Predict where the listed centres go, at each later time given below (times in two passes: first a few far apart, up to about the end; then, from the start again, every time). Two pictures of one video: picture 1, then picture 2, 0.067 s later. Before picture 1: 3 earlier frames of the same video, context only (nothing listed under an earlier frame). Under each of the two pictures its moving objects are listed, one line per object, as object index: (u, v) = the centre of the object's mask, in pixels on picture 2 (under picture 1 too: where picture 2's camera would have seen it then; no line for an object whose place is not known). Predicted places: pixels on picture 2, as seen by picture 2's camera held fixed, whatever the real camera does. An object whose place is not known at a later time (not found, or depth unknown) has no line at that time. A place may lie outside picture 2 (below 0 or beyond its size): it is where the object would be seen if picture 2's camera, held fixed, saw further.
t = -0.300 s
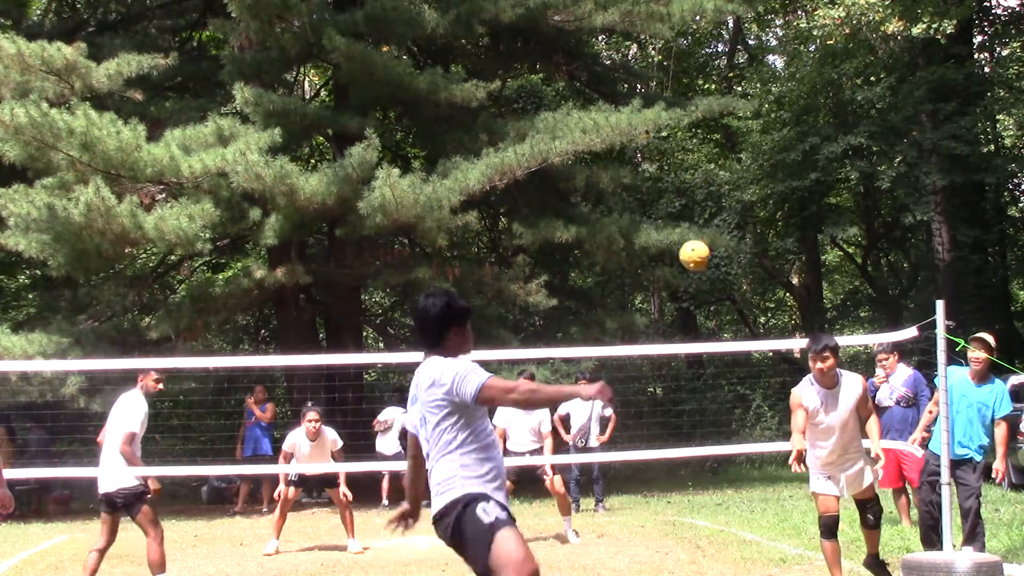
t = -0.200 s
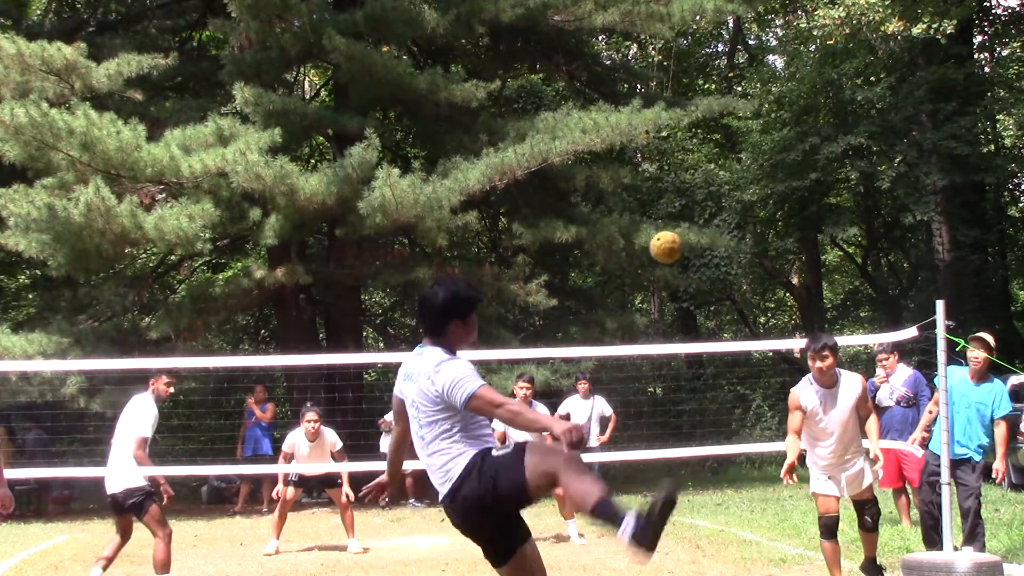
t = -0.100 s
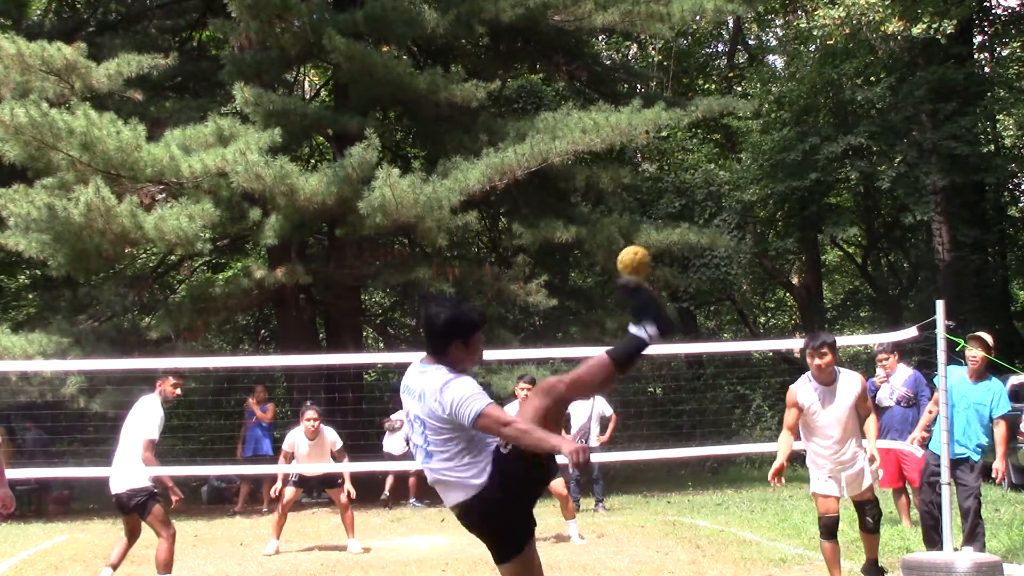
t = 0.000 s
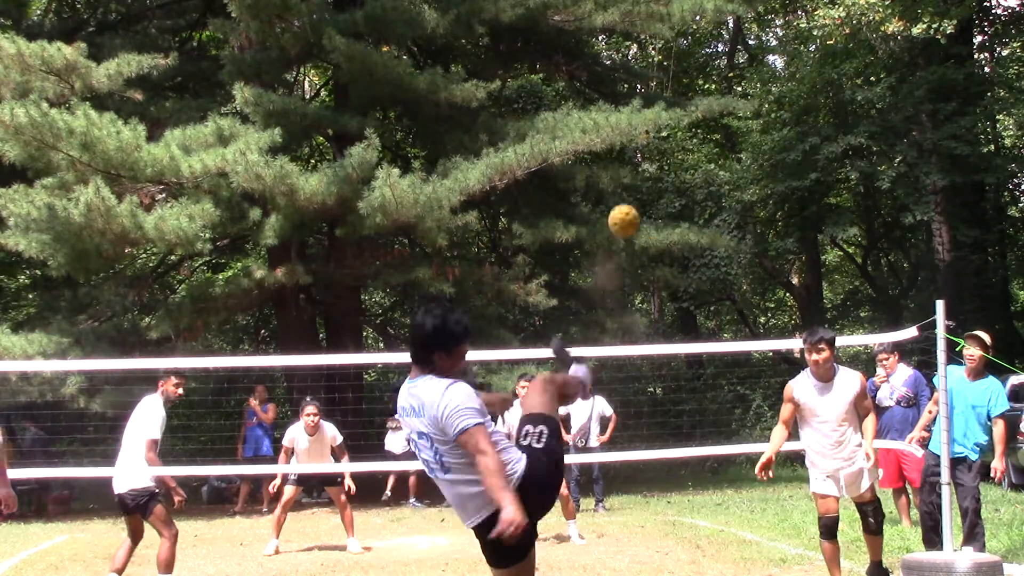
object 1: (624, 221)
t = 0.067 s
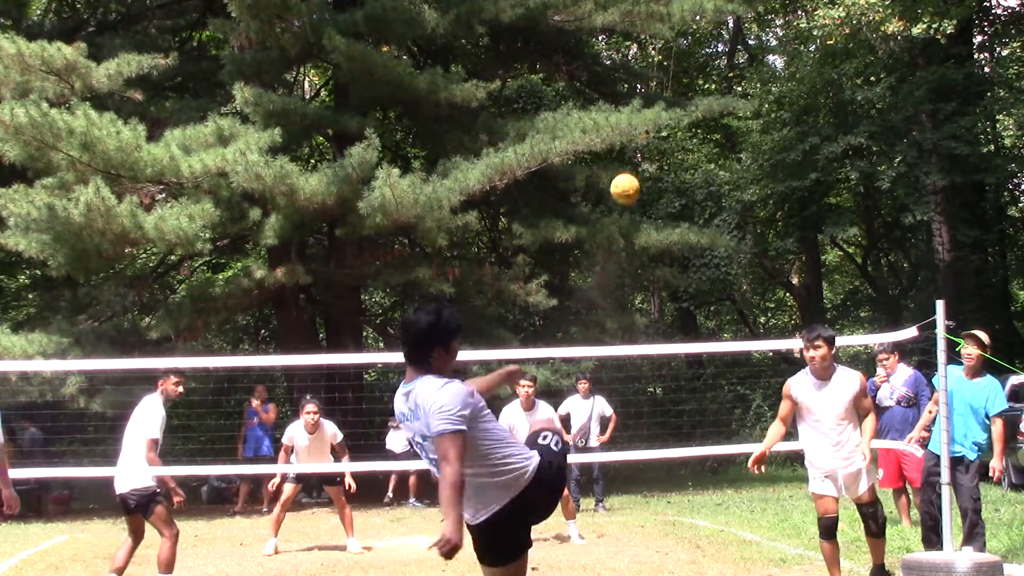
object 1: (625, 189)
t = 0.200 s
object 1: (629, 161)
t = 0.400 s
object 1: (638, 179)
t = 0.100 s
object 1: (626, 177)
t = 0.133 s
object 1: (627, 170)
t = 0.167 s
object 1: (628, 164)
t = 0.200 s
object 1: (629, 161)
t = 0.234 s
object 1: (630, 160)
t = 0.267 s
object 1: (631, 160)
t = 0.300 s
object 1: (633, 163)
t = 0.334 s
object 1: (634, 167)
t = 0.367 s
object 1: (636, 172)
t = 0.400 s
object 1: (638, 179)
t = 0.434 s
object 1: (640, 187)
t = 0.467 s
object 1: (642, 196)
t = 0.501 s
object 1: (643, 207)
